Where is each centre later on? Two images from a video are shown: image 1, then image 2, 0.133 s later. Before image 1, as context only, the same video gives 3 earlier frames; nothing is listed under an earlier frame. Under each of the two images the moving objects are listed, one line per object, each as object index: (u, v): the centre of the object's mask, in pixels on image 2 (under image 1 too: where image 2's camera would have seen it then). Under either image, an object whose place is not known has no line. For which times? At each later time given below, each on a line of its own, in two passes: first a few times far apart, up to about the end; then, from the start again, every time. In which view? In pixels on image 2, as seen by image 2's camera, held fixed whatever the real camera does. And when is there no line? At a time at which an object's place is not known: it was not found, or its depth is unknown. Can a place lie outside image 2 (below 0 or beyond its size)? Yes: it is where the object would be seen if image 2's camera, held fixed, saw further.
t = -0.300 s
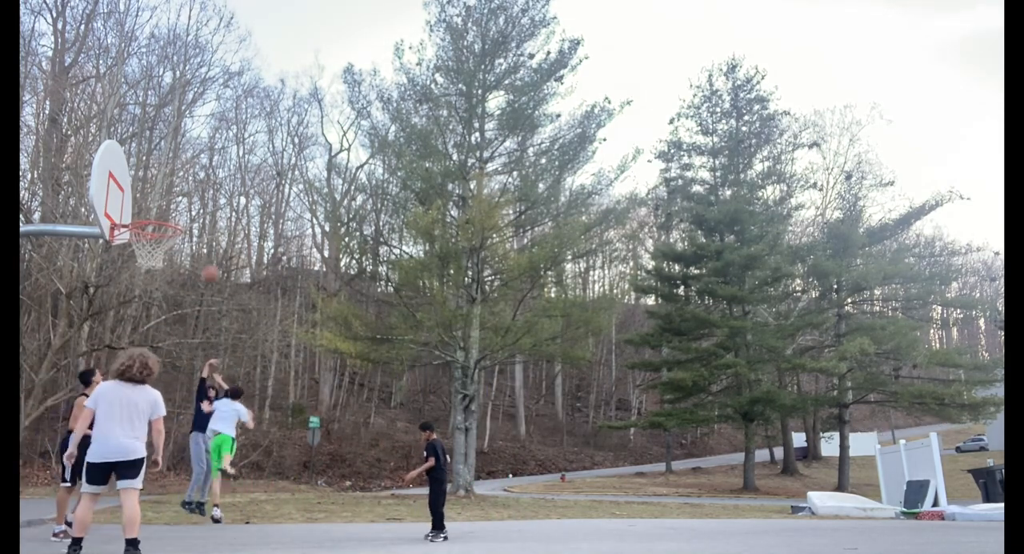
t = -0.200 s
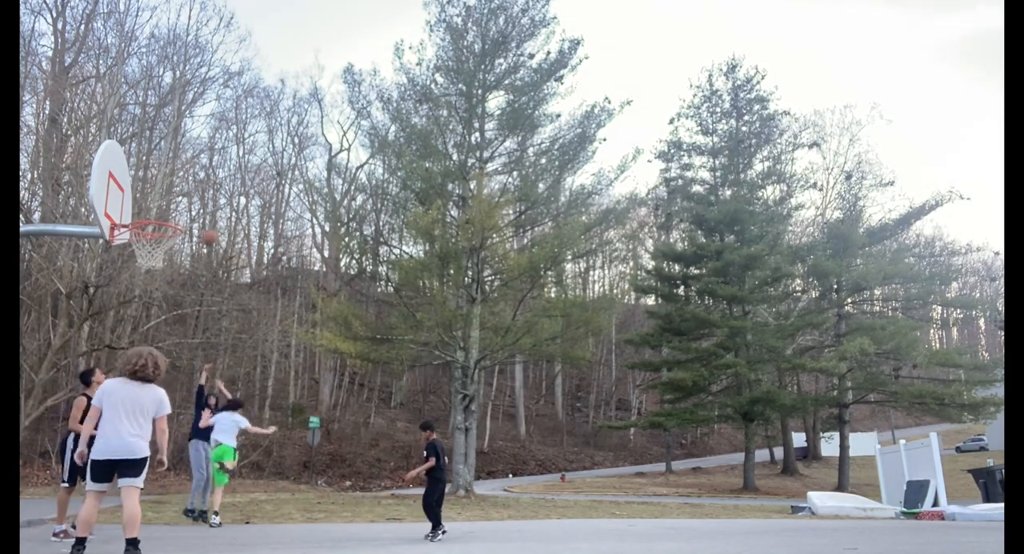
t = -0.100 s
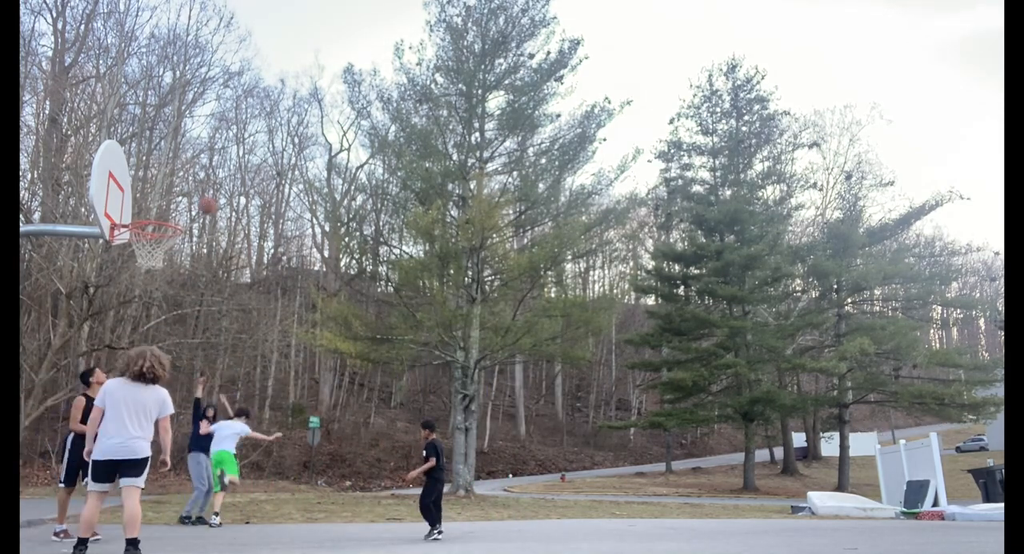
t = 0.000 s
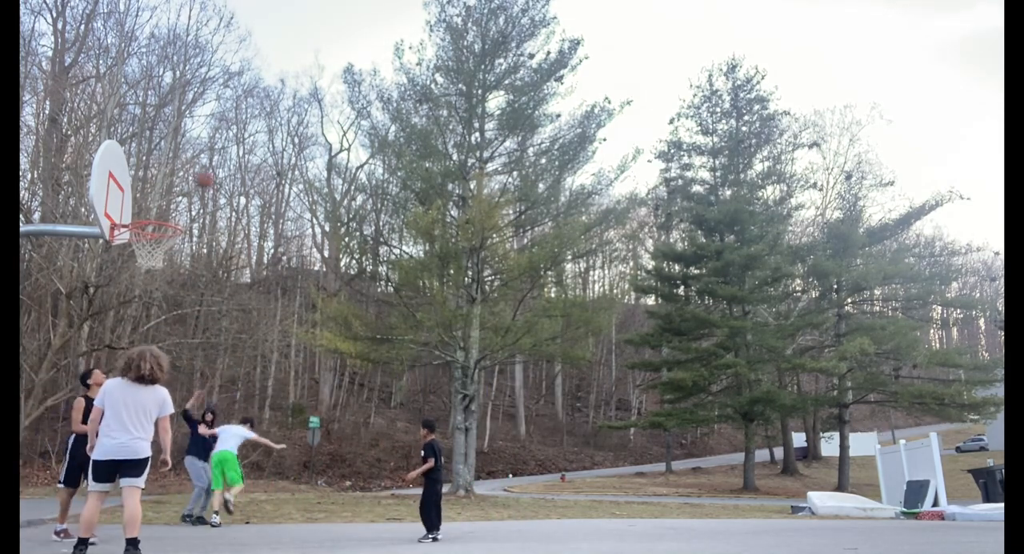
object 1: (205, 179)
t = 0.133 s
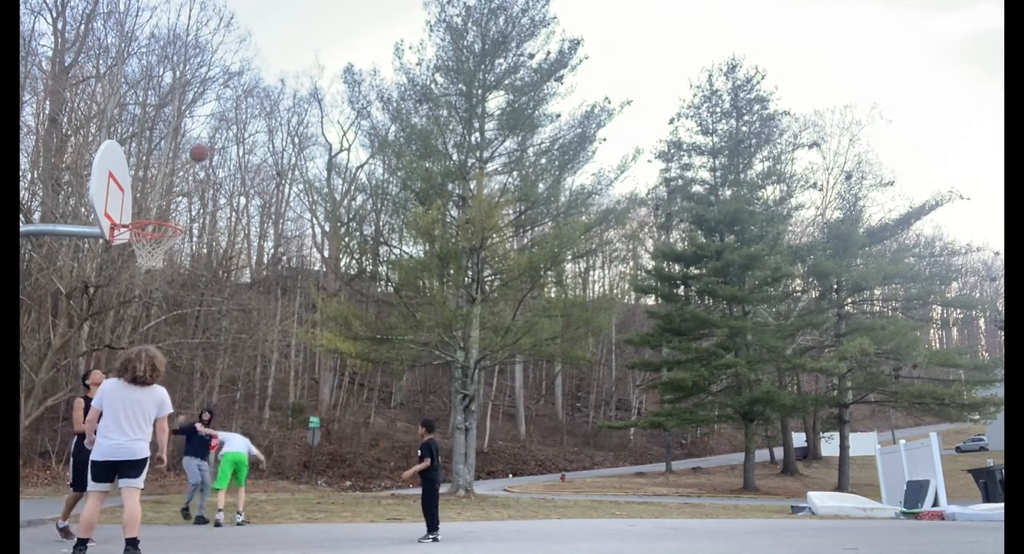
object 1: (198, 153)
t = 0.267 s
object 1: (193, 138)
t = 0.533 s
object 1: (175, 146)
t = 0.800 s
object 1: (145, 215)
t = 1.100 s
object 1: (169, 244)
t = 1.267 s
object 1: (148, 269)
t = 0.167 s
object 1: (199, 148)
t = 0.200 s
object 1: (196, 144)
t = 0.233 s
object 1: (194, 140)
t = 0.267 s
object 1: (193, 138)
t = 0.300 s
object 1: (191, 136)
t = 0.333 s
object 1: (191, 135)
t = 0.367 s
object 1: (187, 135)
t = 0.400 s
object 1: (186, 135)
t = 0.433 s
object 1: (183, 136)
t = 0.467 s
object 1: (181, 138)
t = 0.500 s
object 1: (177, 142)
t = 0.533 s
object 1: (175, 146)
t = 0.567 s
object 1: (172, 150)
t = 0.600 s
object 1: (169, 157)
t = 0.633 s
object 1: (165, 164)
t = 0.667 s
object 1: (161, 173)
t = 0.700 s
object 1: (157, 182)
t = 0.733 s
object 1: (153, 193)
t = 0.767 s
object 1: (149, 204)
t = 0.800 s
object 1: (145, 215)
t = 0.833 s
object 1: (146, 230)
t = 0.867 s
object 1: (155, 237)
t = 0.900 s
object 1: (161, 242)
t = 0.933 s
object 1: (169, 240)
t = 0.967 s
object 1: (173, 238)
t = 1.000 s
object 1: (171, 240)
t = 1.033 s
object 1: (172, 242)
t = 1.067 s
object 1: (170, 243)
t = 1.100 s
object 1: (169, 244)
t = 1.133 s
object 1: (165, 245)
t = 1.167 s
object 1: (159, 253)
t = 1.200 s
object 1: (155, 266)
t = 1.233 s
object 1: (150, 268)
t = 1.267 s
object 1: (148, 269)
